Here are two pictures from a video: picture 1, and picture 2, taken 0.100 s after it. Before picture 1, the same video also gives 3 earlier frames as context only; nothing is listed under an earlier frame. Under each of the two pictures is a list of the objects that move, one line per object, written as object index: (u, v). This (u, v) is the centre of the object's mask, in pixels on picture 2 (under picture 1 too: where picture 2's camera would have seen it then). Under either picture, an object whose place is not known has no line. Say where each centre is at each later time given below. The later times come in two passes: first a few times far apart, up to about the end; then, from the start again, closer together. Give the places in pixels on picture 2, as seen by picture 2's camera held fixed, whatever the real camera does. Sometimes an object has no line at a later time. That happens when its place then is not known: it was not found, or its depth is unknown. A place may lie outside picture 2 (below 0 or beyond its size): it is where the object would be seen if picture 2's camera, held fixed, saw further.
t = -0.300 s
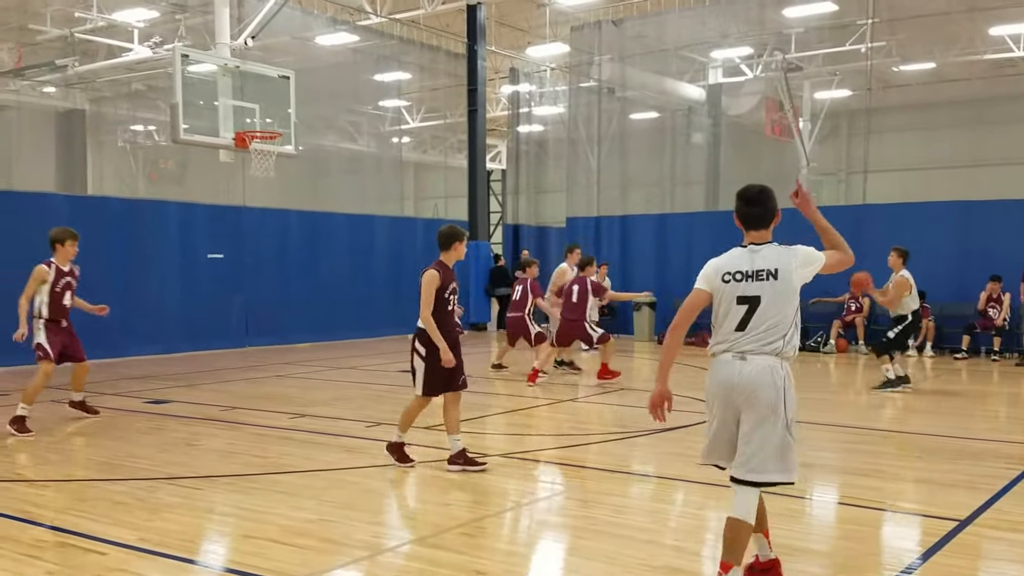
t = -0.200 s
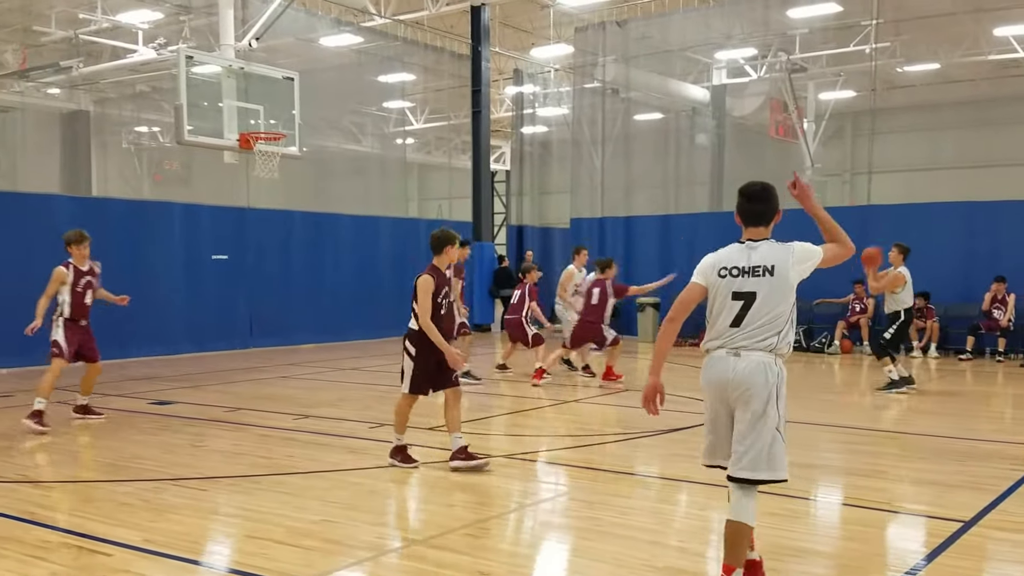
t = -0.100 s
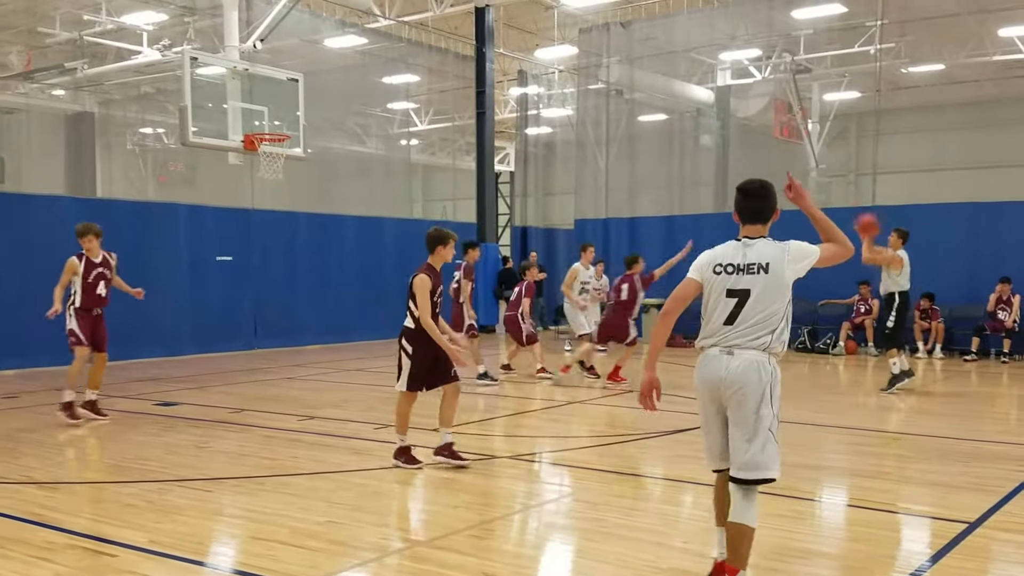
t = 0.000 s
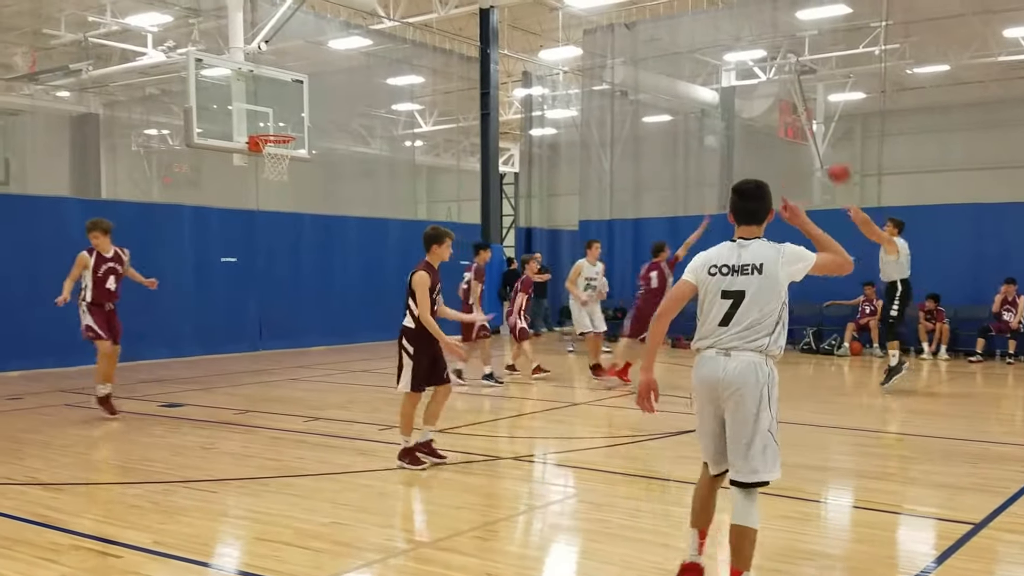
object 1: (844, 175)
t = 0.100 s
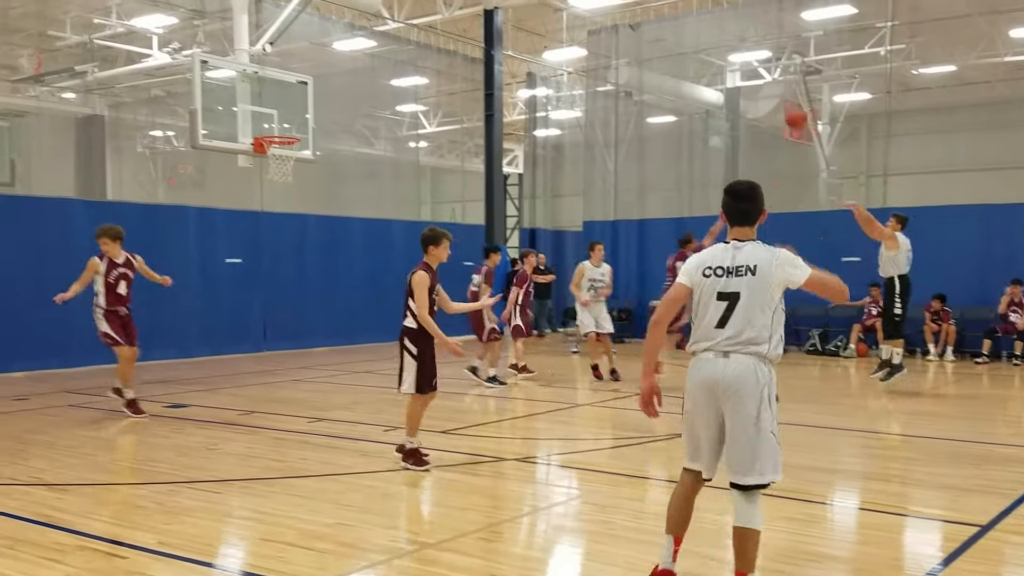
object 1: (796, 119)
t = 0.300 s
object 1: (704, 37)
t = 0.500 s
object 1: (614, -2)
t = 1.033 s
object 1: (390, 25)
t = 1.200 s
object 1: (327, 81)
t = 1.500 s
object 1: (319, 143)
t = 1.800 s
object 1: (369, 182)
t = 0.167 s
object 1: (766, 88)
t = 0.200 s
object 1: (750, 74)
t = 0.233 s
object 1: (734, 61)
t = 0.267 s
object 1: (719, 48)
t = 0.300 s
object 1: (704, 37)
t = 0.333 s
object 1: (689, 26)
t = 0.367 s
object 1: (674, 18)
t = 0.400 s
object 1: (658, 9)
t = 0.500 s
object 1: (614, -2)
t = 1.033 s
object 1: (390, 25)
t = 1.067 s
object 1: (378, 35)
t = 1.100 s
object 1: (365, 46)
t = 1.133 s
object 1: (353, 57)
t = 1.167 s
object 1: (339, 68)
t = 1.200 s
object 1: (327, 81)
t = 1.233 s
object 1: (315, 95)
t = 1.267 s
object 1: (302, 110)
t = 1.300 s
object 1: (292, 124)
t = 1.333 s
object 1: (283, 135)
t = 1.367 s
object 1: (288, 140)
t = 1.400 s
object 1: (297, 140)
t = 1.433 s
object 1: (304, 140)
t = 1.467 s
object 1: (311, 140)
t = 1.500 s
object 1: (319, 143)
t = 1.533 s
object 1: (324, 144)
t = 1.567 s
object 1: (330, 146)
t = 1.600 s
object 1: (336, 148)
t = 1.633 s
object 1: (341, 152)
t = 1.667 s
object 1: (347, 157)
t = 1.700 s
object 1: (352, 161)
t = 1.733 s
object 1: (358, 168)
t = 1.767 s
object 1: (364, 175)
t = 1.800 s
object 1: (369, 182)
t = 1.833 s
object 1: (375, 191)
